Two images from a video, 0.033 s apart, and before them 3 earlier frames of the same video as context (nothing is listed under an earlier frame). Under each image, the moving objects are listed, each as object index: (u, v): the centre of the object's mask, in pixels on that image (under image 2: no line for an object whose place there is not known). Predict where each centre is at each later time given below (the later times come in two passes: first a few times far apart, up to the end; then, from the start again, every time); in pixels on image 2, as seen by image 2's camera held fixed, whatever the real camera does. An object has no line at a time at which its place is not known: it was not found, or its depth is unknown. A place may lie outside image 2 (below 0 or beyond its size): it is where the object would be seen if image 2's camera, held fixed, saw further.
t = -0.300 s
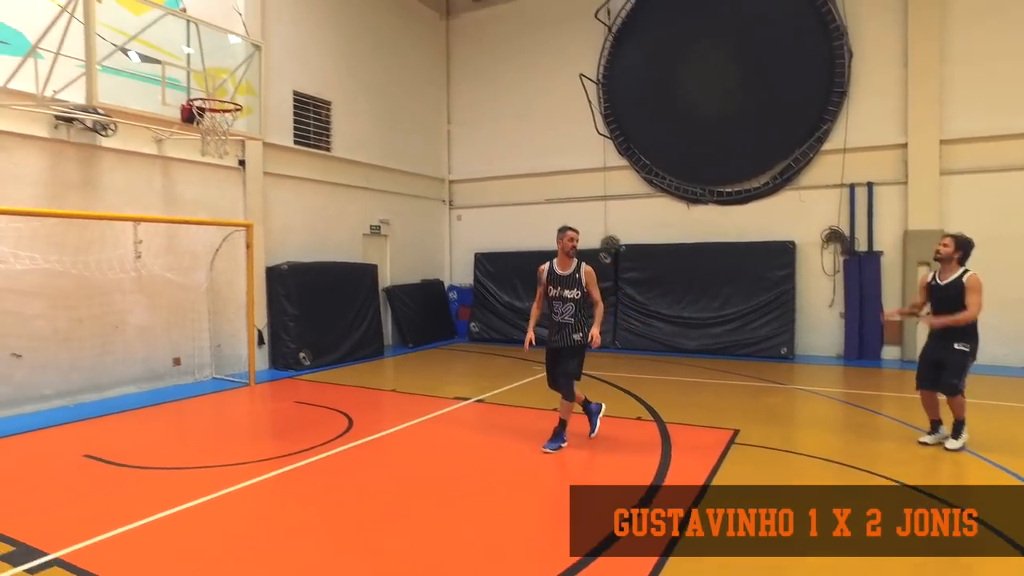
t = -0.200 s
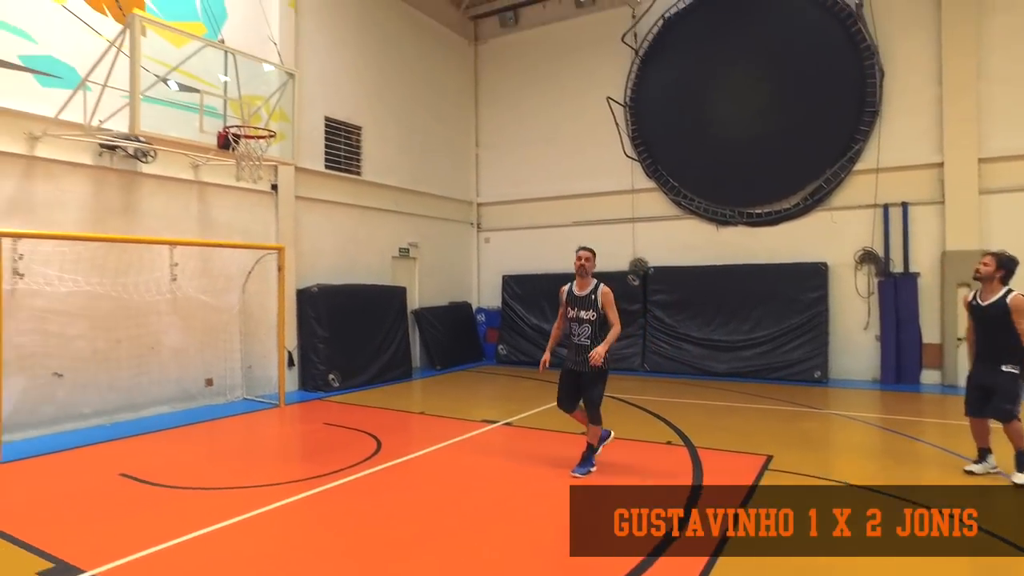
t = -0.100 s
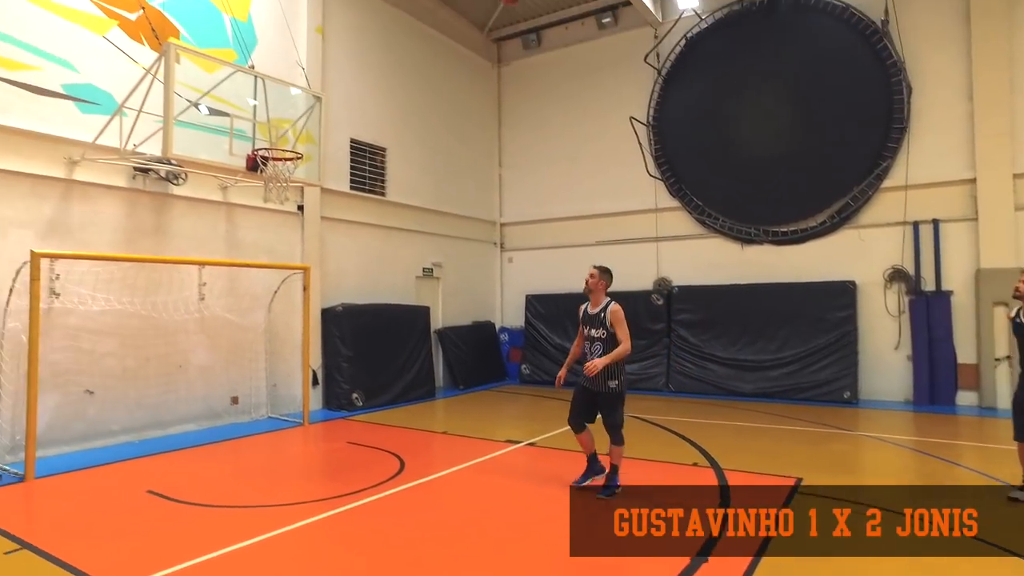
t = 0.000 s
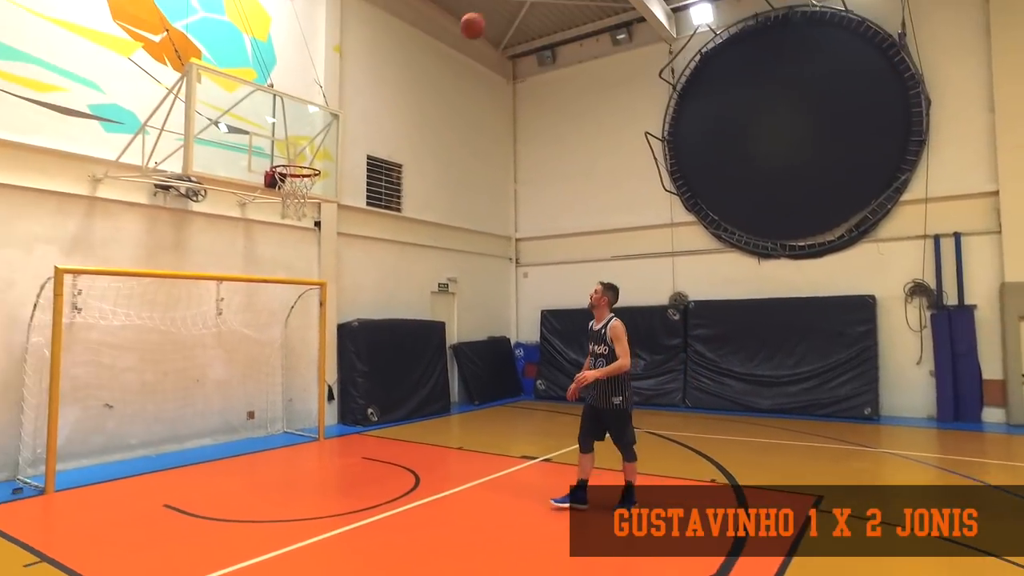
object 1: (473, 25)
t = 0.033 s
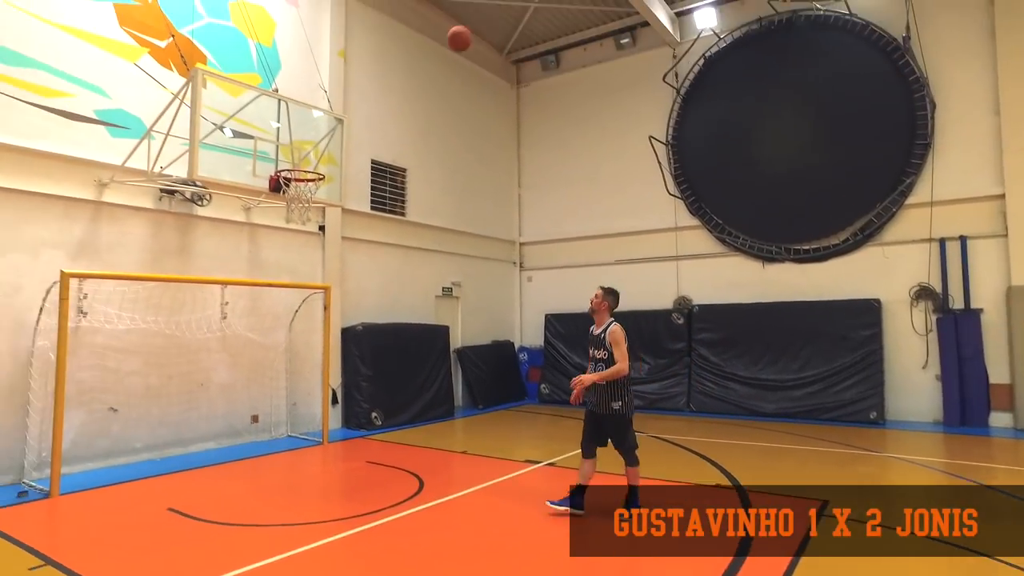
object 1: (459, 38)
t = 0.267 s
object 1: (346, 123)
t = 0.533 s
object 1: (315, 187)
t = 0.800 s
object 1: (304, 214)
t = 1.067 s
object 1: (279, 288)
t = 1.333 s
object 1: (256, 427)
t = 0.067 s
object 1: (442, 47)
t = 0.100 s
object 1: (426, 58)
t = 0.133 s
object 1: (410, 69)
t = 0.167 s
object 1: (393, 81)
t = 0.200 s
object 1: (378, 94)
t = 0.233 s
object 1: (362, 108)
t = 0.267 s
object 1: (346, 123)
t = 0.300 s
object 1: (331, 138)
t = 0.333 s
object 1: (317, 155)
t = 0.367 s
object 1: (302, 172)
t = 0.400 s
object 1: (293, 176)
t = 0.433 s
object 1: (289, 178)
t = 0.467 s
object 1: (299, 183)
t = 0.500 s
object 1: (307, 185)
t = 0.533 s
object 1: (315, 187)
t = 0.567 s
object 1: (317, 187)
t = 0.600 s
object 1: (317, 191)
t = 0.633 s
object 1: (315, 194)
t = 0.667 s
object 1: (313, 196)
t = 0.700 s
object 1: (312, 204)
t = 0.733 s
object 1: (311, 205)
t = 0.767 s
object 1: (307, 210)
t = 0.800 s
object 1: (304, 214)
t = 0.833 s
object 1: (300, 219)
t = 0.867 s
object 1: (297, 225)
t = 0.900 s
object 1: (294, 233)
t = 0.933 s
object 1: (291, 242)
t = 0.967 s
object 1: (288, 251)
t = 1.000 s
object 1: (285, 262)
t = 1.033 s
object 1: (282, 275)
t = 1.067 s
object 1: (279, 288)
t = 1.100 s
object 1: (276, 302)
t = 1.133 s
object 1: (273, 317)
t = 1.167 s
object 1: (270, 333)
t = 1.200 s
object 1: (267, 349)
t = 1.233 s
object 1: (264, 368)
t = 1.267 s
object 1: (261, 387)
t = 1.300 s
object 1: (259, 406)
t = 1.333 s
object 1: (256, 427)
